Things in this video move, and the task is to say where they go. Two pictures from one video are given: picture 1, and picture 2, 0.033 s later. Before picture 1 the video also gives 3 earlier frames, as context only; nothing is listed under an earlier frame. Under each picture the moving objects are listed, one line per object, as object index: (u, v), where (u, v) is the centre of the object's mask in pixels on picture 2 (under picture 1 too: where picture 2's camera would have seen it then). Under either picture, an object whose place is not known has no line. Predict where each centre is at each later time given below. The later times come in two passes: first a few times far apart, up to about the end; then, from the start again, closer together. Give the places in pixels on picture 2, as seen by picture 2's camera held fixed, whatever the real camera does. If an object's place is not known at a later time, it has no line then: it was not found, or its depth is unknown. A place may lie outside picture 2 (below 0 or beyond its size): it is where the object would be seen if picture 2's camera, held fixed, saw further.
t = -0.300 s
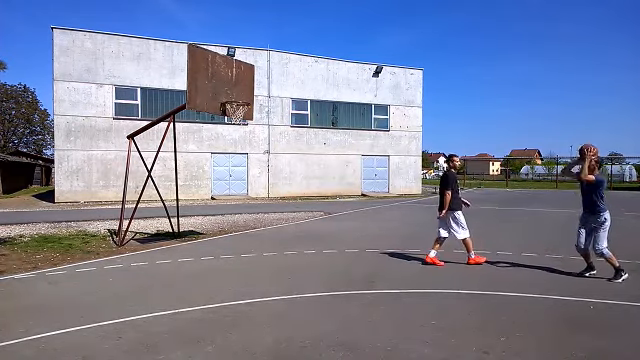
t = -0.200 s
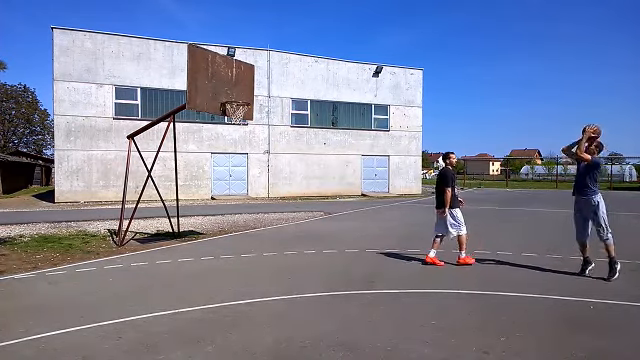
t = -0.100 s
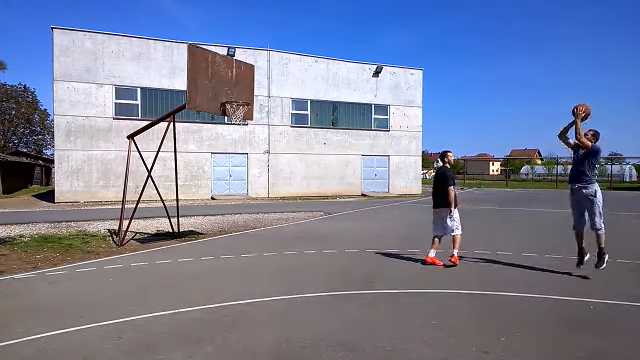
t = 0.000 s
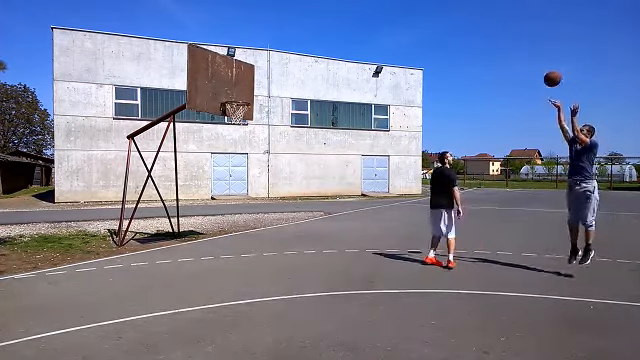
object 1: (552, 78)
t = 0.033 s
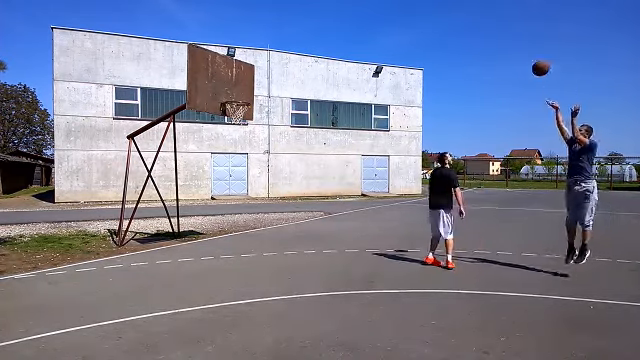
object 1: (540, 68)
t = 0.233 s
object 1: (473, 22)
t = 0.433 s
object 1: (412, 4)
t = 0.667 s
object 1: (346, 11)
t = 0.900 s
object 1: (287, 48)
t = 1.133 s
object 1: (241, 93)
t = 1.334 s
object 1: (237, 78)
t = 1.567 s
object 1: (232, 90)
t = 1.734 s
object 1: (227, 121)
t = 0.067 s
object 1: (529, 58)
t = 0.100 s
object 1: (517, 49)
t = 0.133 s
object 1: (506, 41)
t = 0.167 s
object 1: (495, 34)
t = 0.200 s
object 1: (484, 27)
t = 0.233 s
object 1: (473, 22)
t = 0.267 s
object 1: (462, 16)
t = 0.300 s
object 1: (452, 12)
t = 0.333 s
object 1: (442, 8)
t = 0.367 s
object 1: (431, 6)
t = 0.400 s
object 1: (422, 5)
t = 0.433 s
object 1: (412, 4)
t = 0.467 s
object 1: (402, 4)
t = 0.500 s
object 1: (392, 4)
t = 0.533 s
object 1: (382, 4)
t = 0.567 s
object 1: (373, 5)
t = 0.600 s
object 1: (364, 6)
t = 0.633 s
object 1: (355, 8)
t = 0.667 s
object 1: (346, 11)
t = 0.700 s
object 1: (337, 14)
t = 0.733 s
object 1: (328, 18)
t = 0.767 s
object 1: (319, 23)
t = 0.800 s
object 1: (311, 28)
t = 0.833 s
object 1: (303, 34)
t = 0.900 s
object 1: (287, 48)
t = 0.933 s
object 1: (279, 55)
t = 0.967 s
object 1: (271, 63)
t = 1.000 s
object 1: (263, 72)
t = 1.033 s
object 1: (255, 81)
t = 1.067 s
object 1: (247, 90)
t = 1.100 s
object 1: (242, 97)
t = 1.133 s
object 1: (241, 93)
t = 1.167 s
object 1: (241, 89)
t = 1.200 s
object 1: (240, 86)
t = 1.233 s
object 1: (240, 83)
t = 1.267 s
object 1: (239, 81)
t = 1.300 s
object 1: (238, 79)
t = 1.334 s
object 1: (237, 78)
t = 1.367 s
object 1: (238, 78)
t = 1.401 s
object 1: (237, 78)
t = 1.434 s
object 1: (235, 80)
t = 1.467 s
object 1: (235, 81)
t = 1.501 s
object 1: (233, 83)
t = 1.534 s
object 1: (232, 86)
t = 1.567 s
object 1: (232, 90)
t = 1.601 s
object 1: (231, 94)
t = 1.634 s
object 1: (230, 100)
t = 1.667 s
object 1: (229, 105)
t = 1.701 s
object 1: (227, 112)
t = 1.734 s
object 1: (227, 121)
